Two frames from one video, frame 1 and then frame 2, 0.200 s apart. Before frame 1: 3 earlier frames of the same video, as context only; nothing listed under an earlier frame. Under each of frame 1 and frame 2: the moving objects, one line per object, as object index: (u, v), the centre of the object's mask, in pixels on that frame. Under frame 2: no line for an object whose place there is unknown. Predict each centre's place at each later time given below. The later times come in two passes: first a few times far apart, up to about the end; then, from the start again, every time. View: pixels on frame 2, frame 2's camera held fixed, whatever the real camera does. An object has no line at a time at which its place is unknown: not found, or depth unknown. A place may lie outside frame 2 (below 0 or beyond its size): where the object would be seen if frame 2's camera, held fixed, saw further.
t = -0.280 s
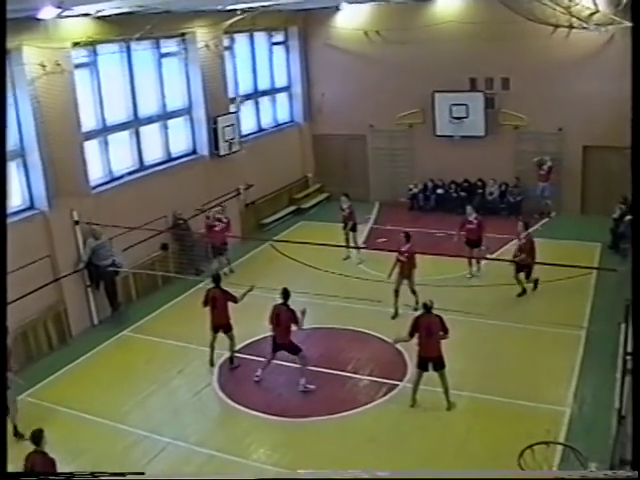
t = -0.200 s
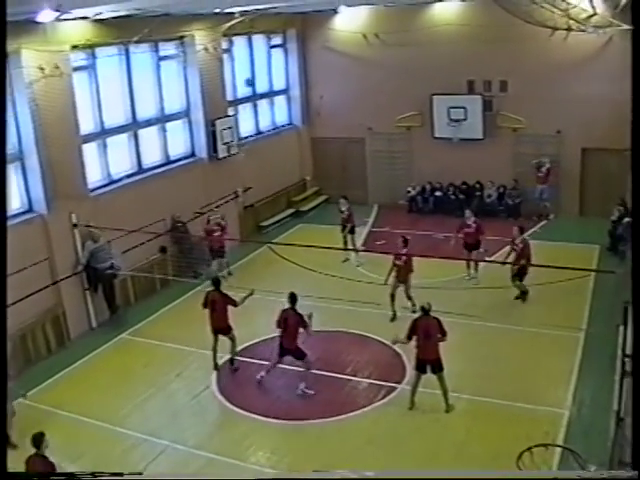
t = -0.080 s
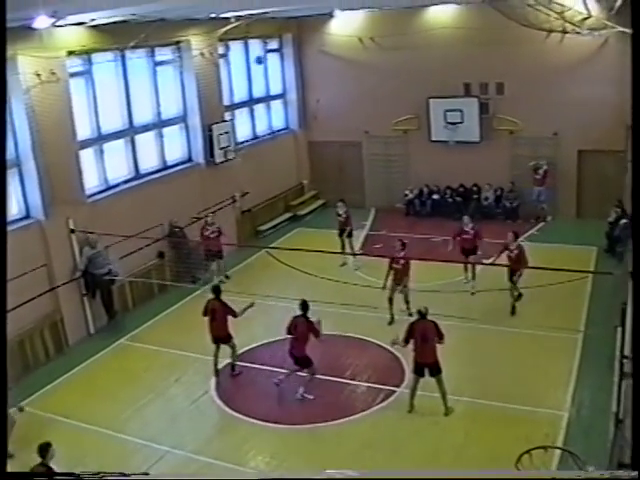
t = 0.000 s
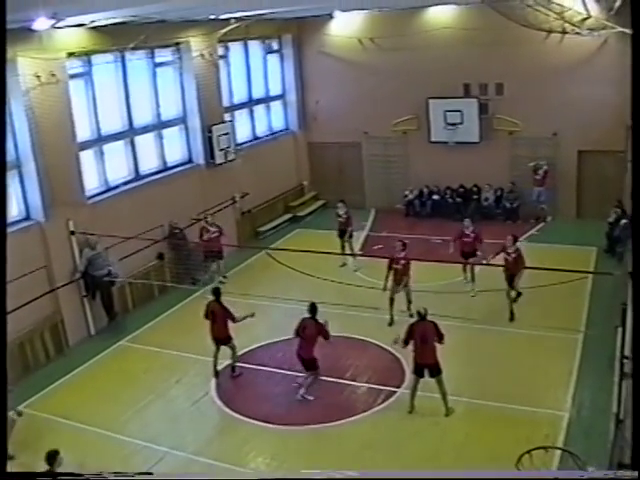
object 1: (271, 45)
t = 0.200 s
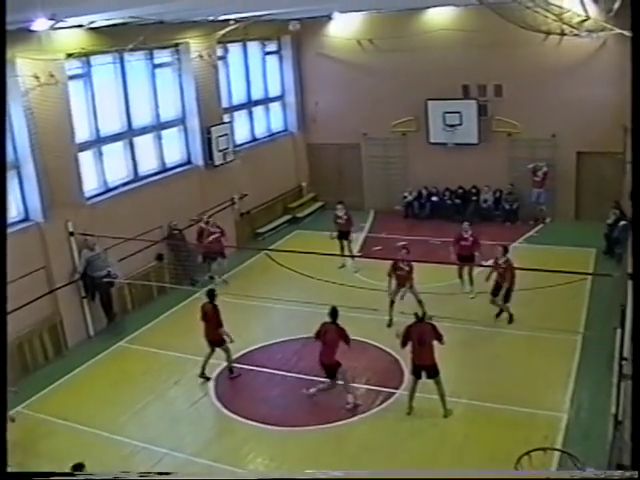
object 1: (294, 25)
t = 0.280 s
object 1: (305, 23)
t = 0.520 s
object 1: (342, 32)
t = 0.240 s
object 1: (299, 23)
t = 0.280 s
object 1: (305, 23)
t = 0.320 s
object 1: (311, 22)
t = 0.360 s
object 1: (317, 22)
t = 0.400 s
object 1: (322, 23)
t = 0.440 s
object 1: (330, 26)
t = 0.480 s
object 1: (335, 28)
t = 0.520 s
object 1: (342, 32)
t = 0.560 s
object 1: (347, 37)
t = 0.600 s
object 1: (353, 43)
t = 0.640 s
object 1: (360, 50)
